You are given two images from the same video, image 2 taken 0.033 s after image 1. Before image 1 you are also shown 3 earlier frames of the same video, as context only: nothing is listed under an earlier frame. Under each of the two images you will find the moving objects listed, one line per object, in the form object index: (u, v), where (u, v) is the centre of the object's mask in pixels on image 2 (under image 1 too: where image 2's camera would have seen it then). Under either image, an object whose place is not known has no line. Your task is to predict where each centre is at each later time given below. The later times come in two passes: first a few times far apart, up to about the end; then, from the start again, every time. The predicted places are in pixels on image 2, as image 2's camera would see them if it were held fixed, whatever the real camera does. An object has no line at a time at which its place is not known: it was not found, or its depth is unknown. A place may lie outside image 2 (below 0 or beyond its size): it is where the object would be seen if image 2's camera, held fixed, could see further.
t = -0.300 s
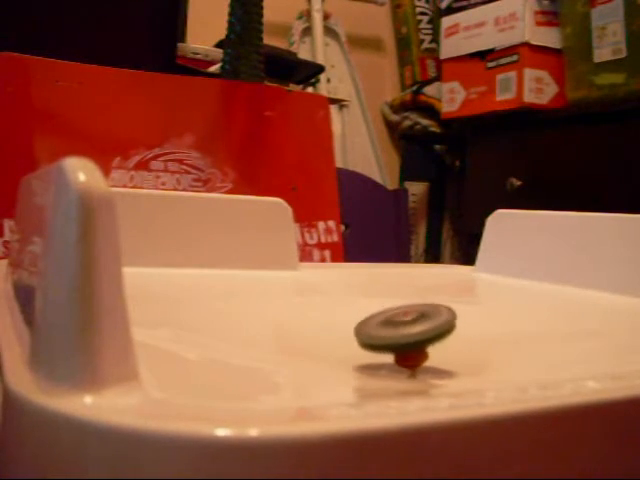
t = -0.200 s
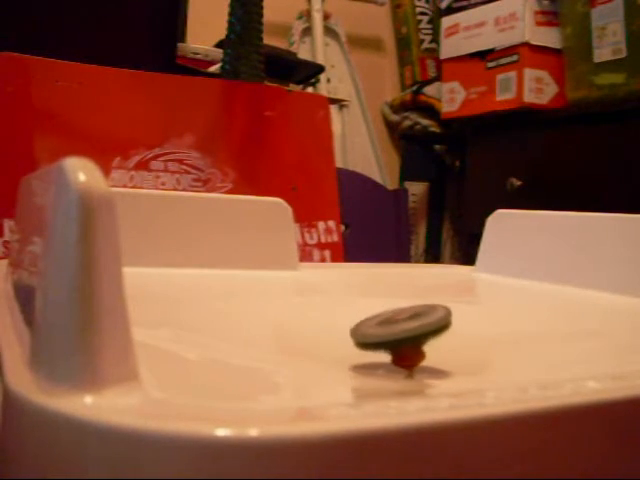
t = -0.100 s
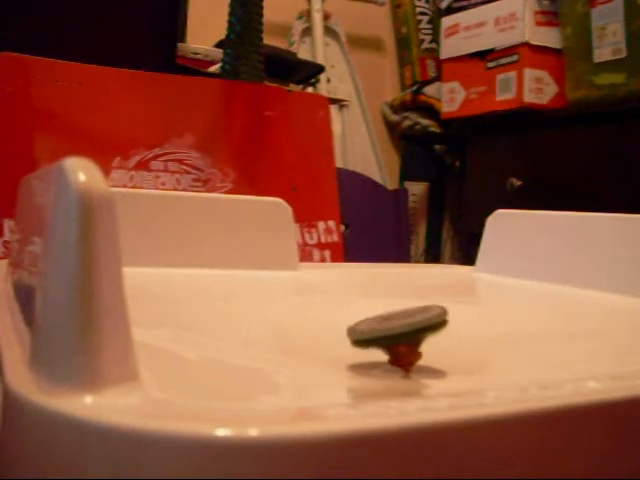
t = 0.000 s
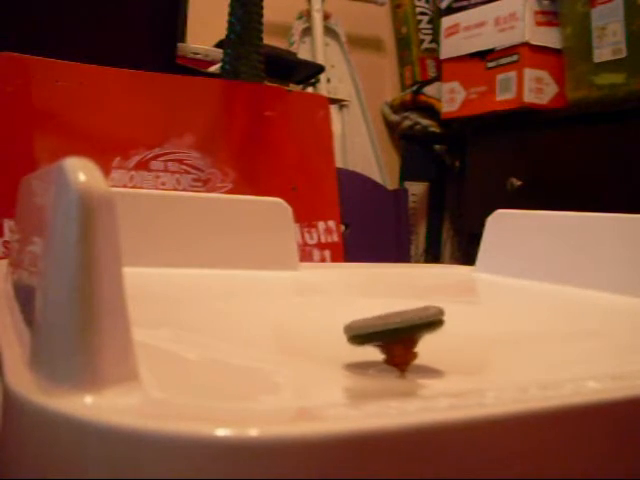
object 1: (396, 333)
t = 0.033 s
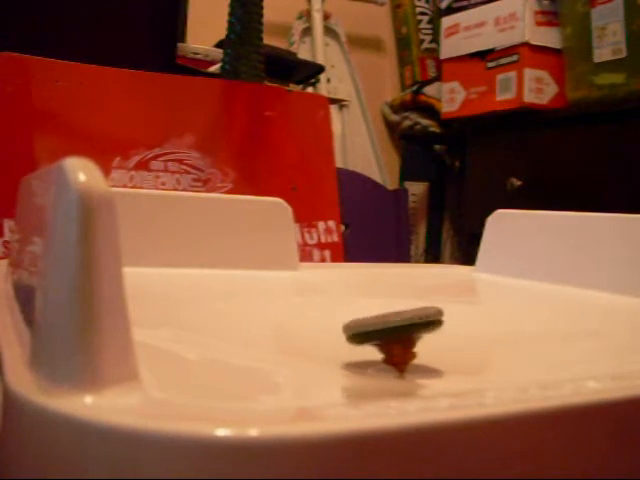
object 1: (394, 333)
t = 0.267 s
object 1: (392, 330)
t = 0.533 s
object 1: (398, 330)
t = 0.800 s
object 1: (409, 329)
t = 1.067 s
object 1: (417, 330)
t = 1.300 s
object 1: (414, 331)
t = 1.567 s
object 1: (401, 332)
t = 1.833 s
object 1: (390, 332)
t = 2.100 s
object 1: (392, 329)
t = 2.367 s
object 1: (404, 330)
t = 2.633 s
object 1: (421, 330)
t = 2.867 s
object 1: (424, 332)
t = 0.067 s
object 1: (394, 332)
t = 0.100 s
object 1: (393, 332)
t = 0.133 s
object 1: (392, 331)
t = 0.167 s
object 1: (391, 331)
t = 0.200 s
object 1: (391, 330)
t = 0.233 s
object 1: (391, 330)
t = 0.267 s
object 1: (392, 330)
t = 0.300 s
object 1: (392, 329)
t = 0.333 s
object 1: (392, 329)
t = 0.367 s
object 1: (393, 329)
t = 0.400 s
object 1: (394, 329)
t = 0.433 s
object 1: (394, 329)
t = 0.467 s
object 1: (395, 329)
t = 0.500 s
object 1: (397, 329)
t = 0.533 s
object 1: (398, 330)
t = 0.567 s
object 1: (399, 330)
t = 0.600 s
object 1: (400, 330)
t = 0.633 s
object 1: (402, 330)
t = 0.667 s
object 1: (403, 330)
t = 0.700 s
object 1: (405, 330)
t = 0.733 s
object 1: (406, 330)
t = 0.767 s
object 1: (407, 330)
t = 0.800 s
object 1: (409, 329)
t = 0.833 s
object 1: (410, 330)
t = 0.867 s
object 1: (411, 329)
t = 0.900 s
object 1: (413, 329)
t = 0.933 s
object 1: (414, 329)
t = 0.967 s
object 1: (415, 329)
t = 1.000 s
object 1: (416, 329)
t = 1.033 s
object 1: (417, 329)
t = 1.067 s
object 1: (417, 330)
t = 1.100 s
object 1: (418, 330)
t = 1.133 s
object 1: (418, 330)
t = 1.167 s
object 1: (417, 330)
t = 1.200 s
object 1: (417, 330)
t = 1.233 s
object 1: (416, 330)
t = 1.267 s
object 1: (415, 330)
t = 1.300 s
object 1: (414, 331)
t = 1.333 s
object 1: (413, 331)
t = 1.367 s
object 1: (411, 331)
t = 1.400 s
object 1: (410, 331)
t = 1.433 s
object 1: (408, 331)
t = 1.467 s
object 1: (406, 332)
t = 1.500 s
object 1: (405, 332)
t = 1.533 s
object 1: (403, 332)
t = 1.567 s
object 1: (401, 332)
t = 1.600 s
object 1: (399, 332)
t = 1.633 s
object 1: (398, 333)
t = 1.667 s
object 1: (396, 333)
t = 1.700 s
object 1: (395, 333)
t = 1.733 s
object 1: (394, 333)
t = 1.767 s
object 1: (392, 333)
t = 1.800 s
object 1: (391, 333)
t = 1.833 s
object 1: (390, 332)
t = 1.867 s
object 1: (390, 332)
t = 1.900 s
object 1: (389, 331)
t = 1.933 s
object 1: (389, 330)
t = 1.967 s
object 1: (389, 330)
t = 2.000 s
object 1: (389, 330)
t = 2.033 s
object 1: (390, 329)
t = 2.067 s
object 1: (391, 329)
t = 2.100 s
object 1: (392, 329)
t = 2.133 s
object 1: (392, 328)
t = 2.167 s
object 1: (394, 328)
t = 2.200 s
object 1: (395, 328)
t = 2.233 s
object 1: (397, 329)
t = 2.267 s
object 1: (398, 329)
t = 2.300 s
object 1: (400, 329)
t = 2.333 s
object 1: (402, 329)
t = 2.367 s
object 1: (404, 330)
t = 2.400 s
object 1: (405, 330)
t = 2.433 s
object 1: (407, 331)
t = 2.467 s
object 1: (409, 331)
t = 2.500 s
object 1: (410, 330)
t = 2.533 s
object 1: (413, 329)
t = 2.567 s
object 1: (416, 329)
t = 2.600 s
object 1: (419, 330)
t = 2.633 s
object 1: (421, 330)
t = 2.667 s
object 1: (422, 330)
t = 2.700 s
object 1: (423, 331)
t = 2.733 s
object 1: (424, 331)
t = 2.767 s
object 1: (424, 331)
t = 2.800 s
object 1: (425, 331)
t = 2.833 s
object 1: (425, 332)
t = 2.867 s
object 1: (424, 332)
